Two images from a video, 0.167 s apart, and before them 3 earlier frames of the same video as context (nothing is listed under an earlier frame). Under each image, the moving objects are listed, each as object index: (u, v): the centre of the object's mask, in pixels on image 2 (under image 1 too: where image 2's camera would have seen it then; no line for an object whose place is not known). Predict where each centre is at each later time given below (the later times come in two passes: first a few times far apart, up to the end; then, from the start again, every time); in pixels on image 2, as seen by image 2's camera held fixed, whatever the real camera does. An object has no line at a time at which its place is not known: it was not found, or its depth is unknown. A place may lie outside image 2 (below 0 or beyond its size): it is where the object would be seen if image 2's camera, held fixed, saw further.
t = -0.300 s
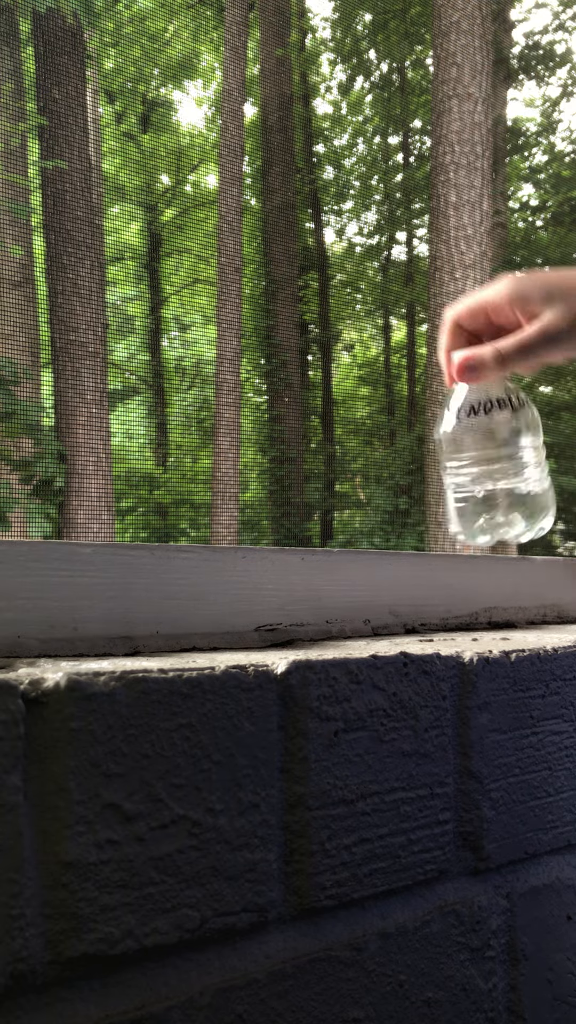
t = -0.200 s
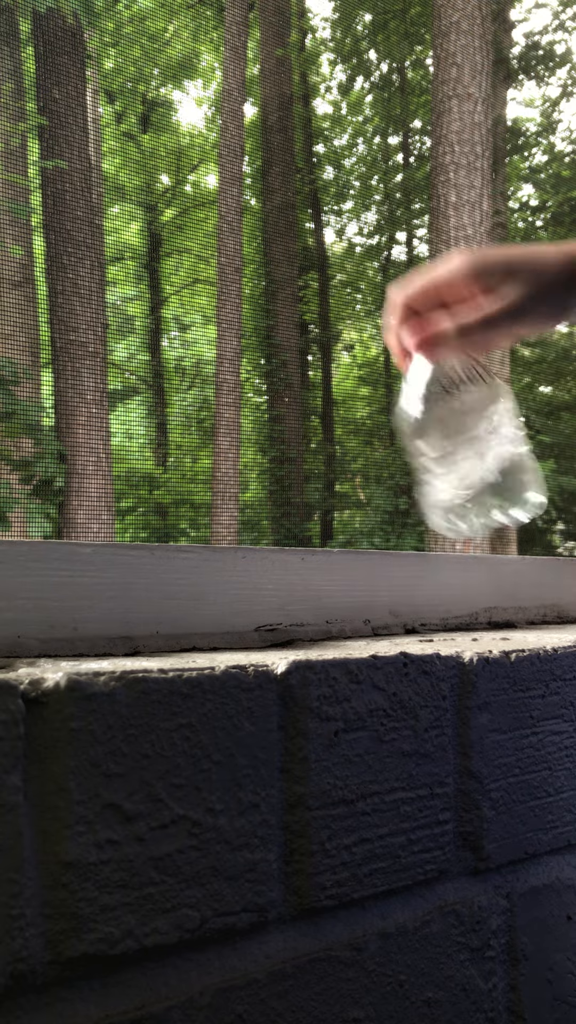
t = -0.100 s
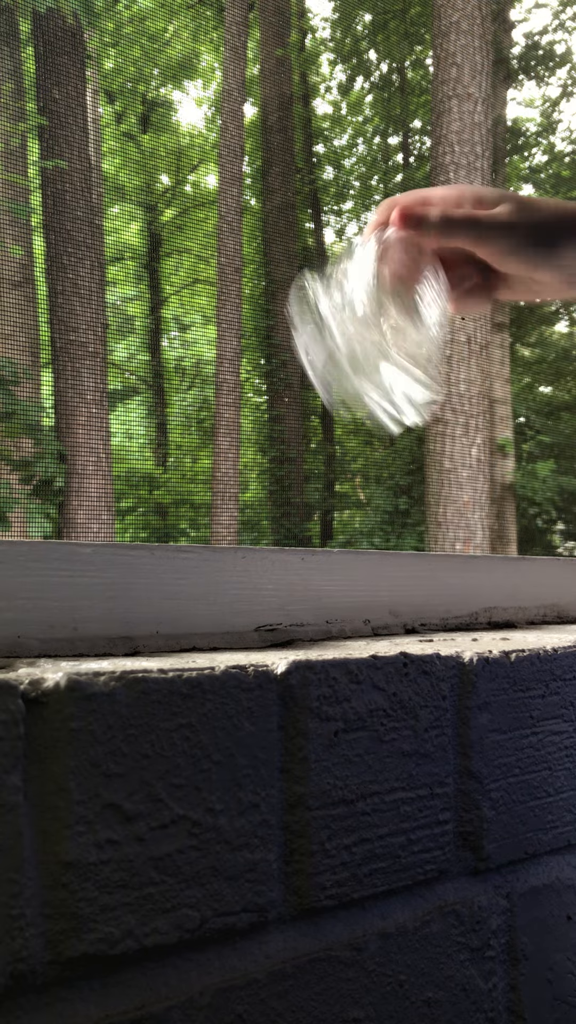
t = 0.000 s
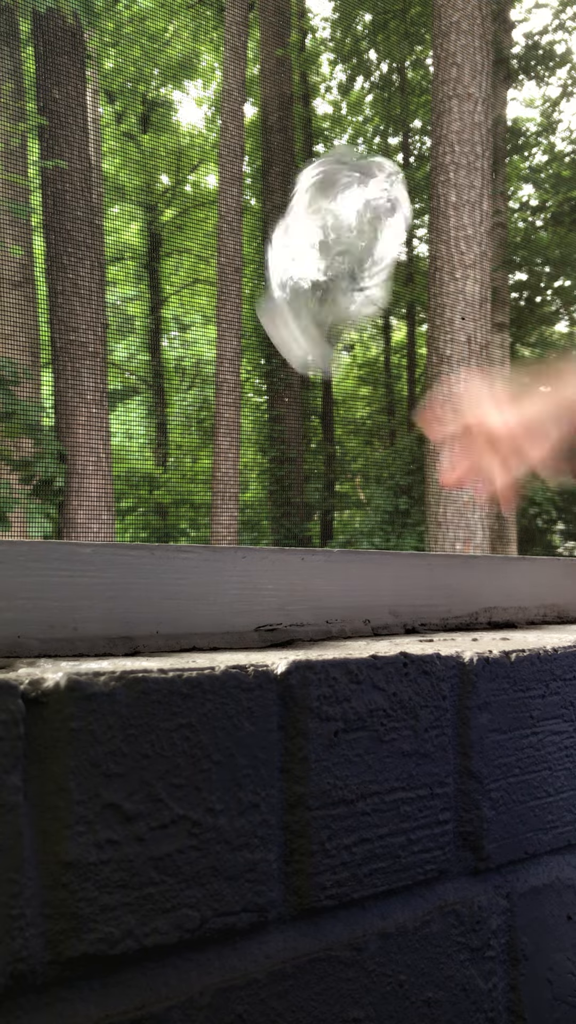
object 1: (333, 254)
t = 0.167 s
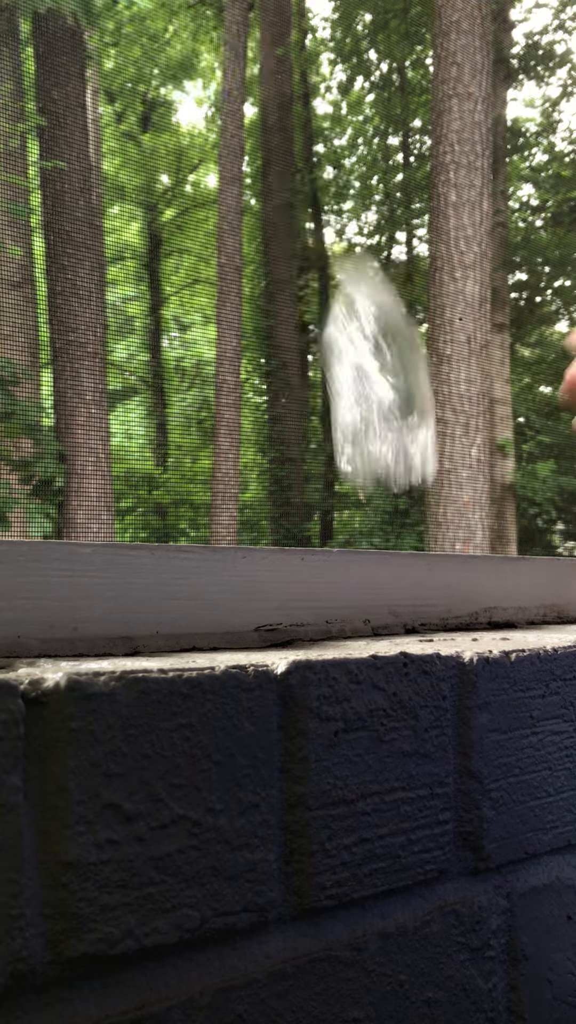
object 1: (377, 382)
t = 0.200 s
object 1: (397, 456)
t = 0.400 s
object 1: (499, 506)
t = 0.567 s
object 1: (529, 503)
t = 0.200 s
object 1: (397, 456)
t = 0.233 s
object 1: (411, 472)
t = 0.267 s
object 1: (436, 475)
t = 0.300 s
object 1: (450, 483)
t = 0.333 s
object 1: (464, 496)
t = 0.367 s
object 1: (481, 505)
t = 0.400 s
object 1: (499, 506)
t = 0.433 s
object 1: (512, 506)
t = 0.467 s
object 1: (519, 505)
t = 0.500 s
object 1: (523, 504)
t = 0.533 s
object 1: (526, 504)
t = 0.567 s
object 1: (529, 503)
